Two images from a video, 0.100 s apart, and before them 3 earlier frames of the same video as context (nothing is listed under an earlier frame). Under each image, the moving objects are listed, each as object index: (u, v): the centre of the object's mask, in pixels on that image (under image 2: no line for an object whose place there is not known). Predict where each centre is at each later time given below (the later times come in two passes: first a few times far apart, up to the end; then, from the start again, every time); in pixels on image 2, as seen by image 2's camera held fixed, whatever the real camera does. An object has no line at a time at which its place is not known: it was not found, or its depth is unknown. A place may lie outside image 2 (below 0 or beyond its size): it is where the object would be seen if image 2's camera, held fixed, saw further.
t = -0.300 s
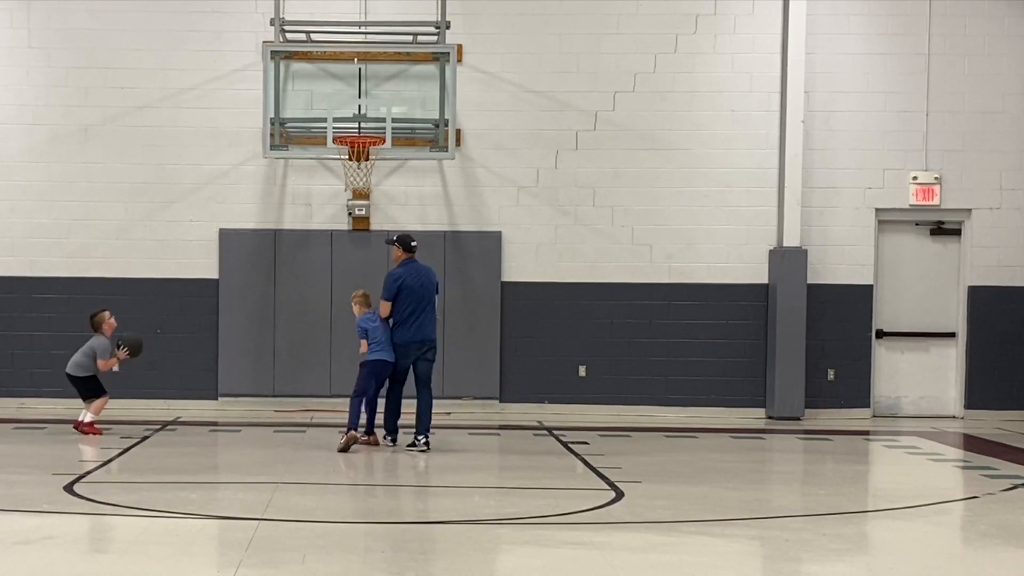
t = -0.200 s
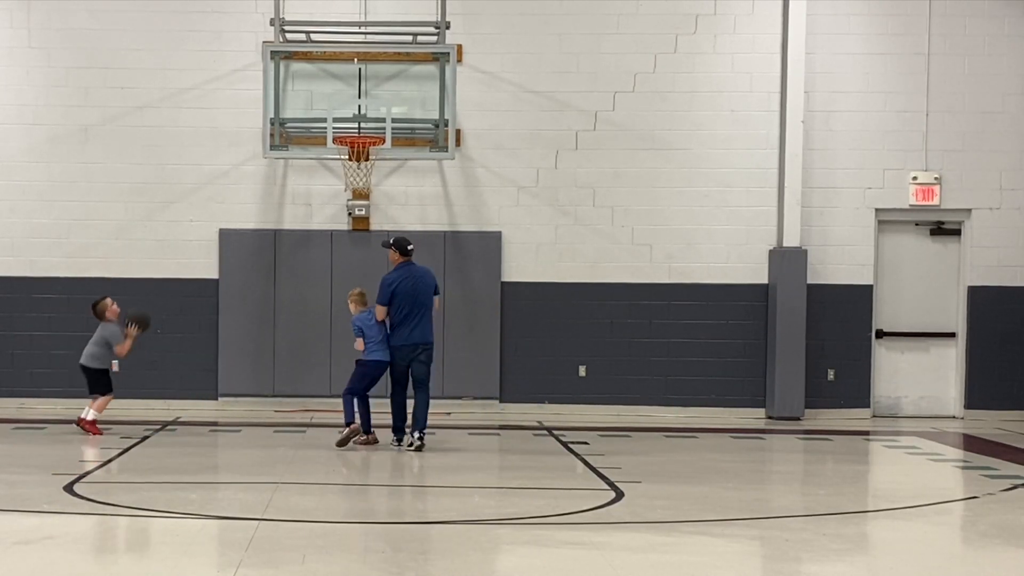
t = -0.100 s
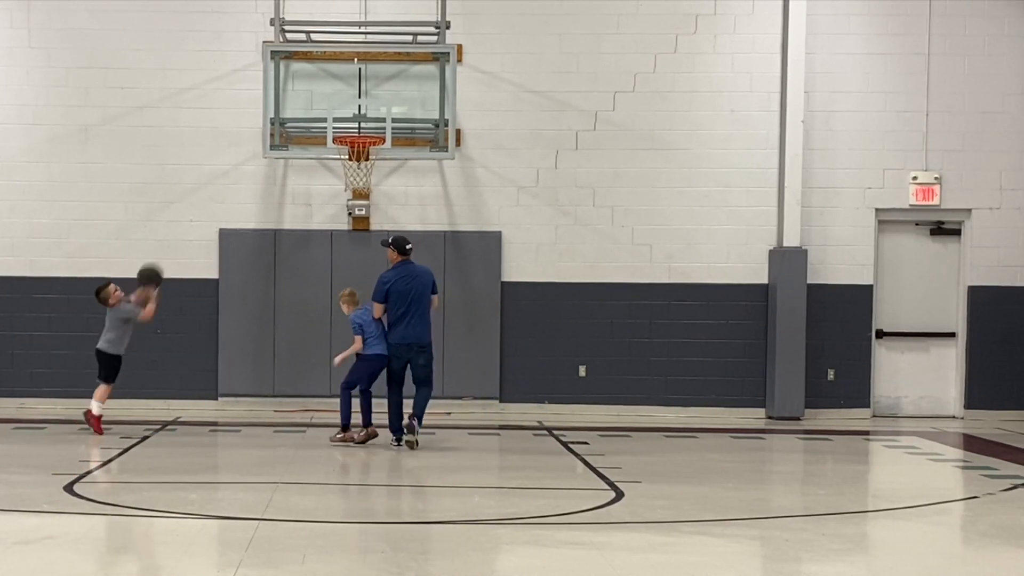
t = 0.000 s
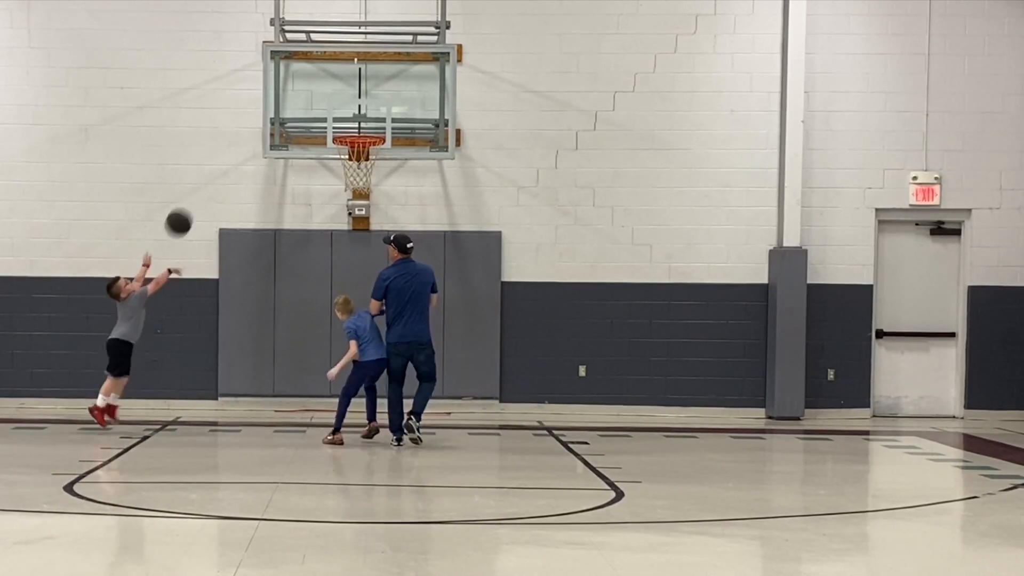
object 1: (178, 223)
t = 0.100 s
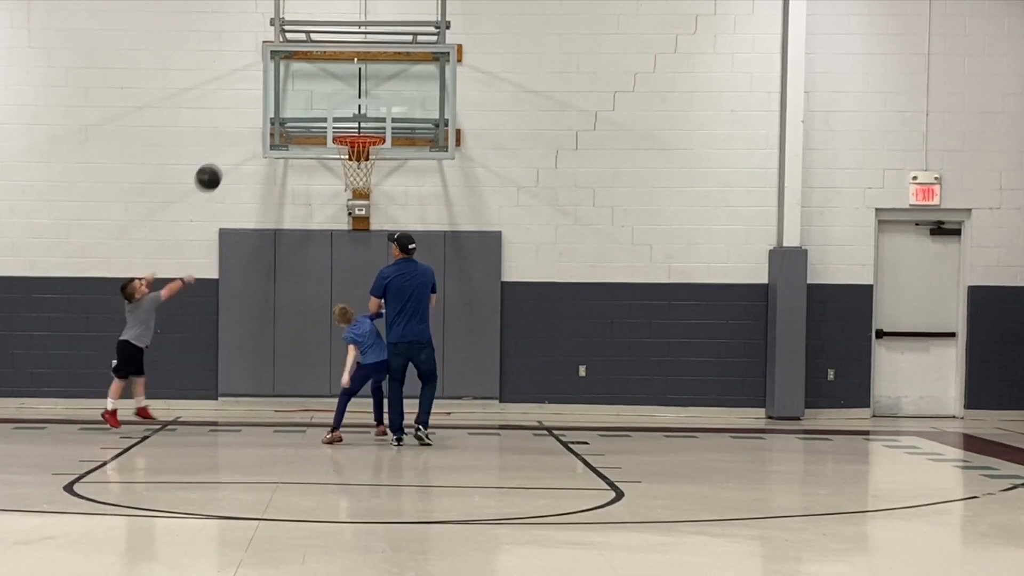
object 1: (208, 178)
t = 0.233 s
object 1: (247, 135)
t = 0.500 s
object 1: (320, 107)
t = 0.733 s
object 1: (350, 121)
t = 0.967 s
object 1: (366, 123)
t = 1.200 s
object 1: (350, 128)
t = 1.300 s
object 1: (351, 148)
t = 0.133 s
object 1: (218, 165)
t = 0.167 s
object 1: (228, 154)
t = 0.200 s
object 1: (237, 144)
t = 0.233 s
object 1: (247, 135)
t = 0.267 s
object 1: (256, 128)
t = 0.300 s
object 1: (266, 121)
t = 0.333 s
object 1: (275, 116)
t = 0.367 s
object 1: (284, 112)
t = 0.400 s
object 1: (294, 108)
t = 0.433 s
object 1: (302, 107)
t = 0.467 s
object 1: (311, 106)
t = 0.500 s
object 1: (320, 107)
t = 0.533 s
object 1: (325, 110)
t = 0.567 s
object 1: (330, 113)
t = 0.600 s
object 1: (335, 118)
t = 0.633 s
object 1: (339, 123)
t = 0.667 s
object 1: (343, 126)
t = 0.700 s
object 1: (347, 123)
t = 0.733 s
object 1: (350, 121)
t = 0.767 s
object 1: (354, 120)
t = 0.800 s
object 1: (357, 120)
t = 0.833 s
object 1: (361, 121)
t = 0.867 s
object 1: (364, 122)
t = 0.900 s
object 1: (367, 125)
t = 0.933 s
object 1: (368, 125)
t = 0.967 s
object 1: (366, 123)
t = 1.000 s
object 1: (363, 121)
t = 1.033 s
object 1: (361, 120)
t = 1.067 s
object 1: (359, 120)
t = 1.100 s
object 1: (357, 121)
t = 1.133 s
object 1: (355, 123)
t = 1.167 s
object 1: (353, 125)
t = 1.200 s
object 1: (350, 128)
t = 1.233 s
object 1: (349, 137)
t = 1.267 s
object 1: (349, 142)
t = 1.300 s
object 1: (351, 148)
